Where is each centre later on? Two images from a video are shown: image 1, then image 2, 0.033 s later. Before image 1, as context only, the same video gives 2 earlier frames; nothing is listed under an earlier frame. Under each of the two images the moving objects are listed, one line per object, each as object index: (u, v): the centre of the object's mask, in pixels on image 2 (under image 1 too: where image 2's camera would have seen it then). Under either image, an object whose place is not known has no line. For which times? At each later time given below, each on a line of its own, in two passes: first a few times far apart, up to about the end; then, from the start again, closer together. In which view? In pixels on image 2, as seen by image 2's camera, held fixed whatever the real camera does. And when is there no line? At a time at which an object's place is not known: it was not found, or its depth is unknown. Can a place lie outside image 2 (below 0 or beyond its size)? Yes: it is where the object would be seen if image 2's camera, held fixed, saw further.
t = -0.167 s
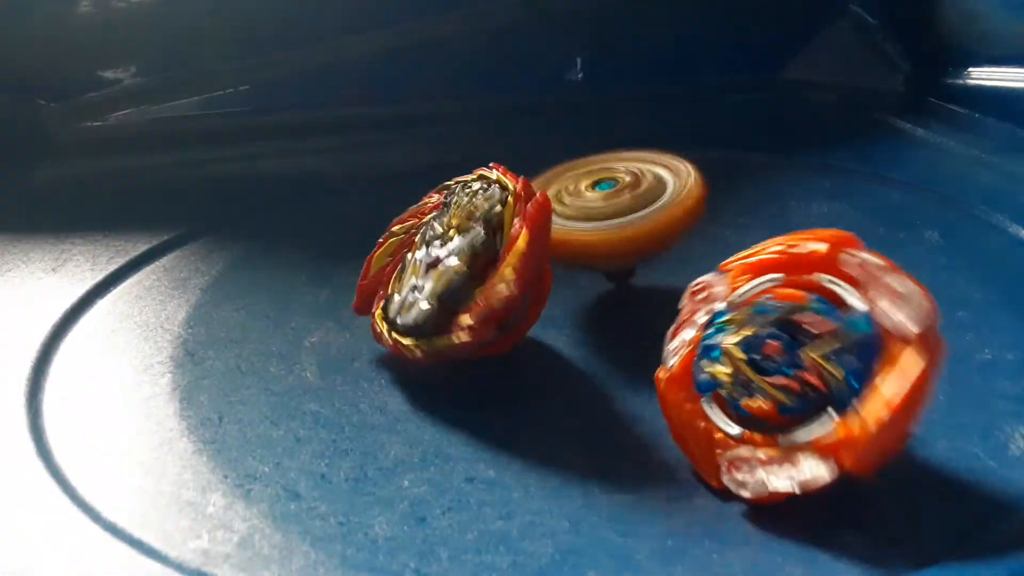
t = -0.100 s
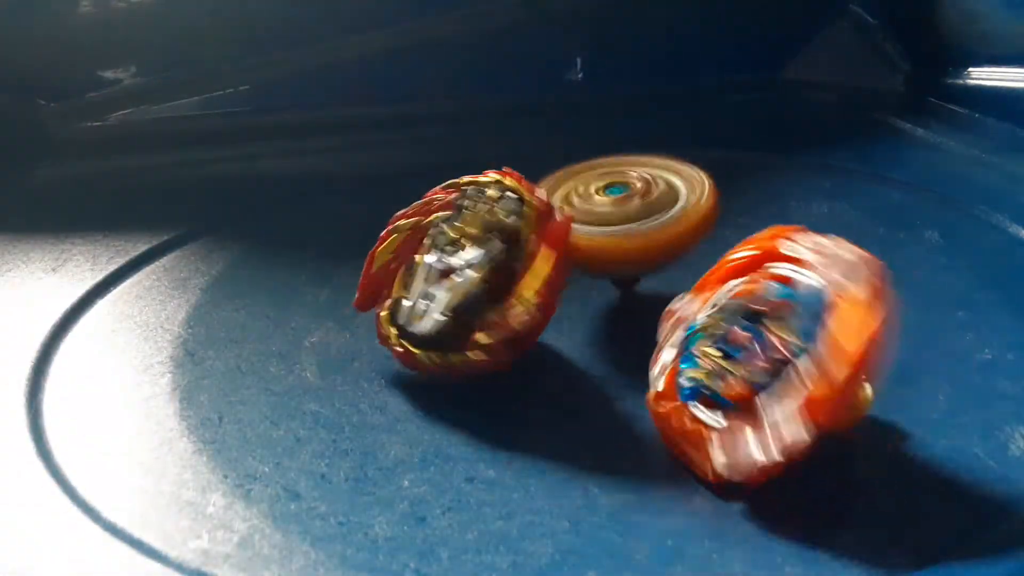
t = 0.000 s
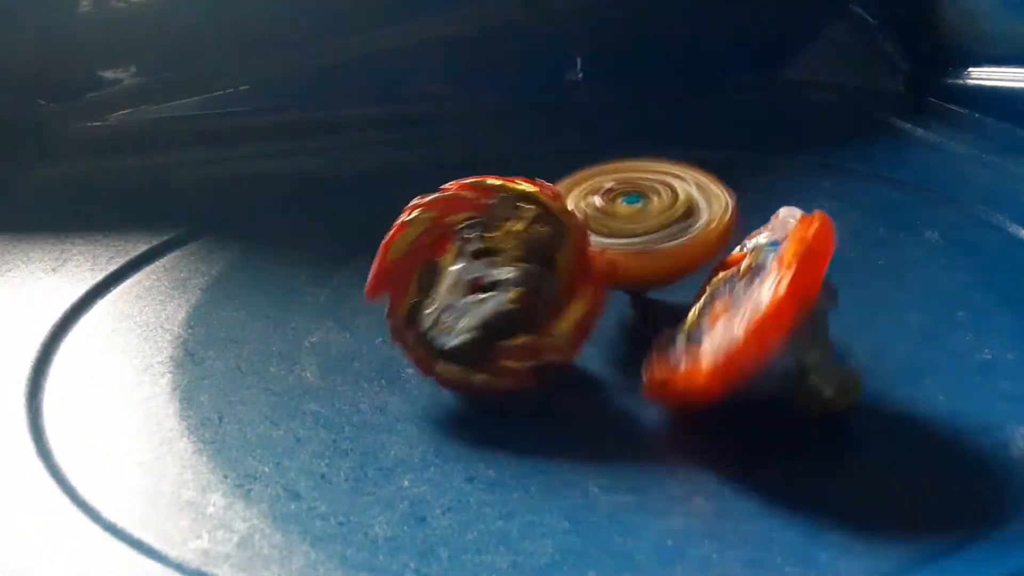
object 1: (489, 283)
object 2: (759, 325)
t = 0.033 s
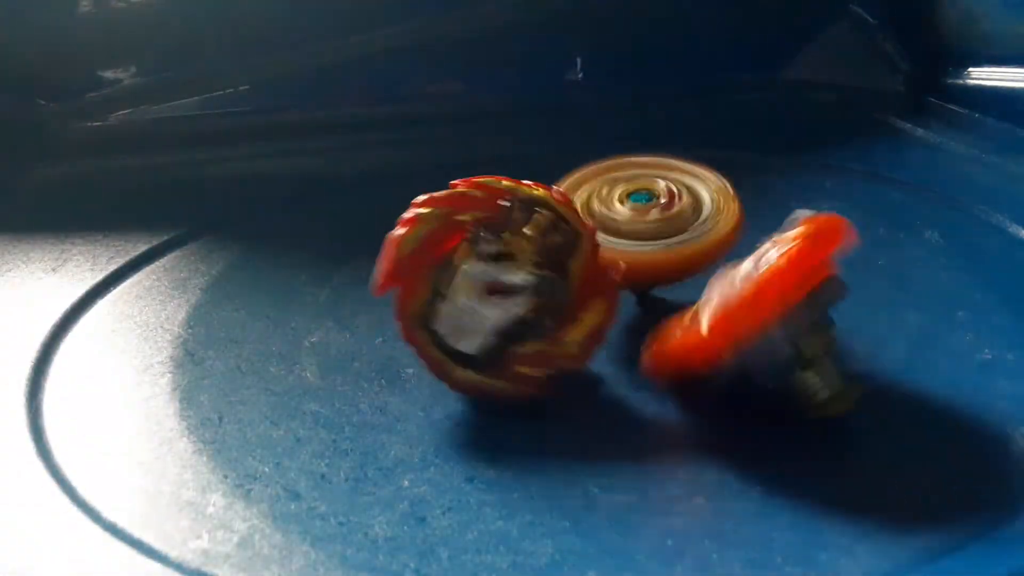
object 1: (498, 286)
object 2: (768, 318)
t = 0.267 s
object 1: (517, 287)
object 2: (815, 295)
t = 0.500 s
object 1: (489, 274)
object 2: (753, 332)
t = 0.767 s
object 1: (528, 248)
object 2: (726, 364)
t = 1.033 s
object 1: (549, 244)
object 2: (752, 324)
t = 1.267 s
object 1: (533, 256)
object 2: (782, 306)
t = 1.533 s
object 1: (514, 271)
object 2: (760, 317)
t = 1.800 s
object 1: (521, 285)
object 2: (773, 308)
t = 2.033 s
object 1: (546, 294)
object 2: (769, 312)
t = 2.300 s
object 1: (548, 296)
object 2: (773, 309)
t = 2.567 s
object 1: (548, 295)
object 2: (772, 310)
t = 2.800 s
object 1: (548, 295)
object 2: (772, 310)
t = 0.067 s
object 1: (510, 287)
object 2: (774, 311)
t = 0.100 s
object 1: (517, 288)
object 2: (783, 303)
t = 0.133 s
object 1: (516, 289)
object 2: (796, 299)
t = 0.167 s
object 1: (513, 288)
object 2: (807, 296)
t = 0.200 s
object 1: (512, 286)
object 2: (814, 296)
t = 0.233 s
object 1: (513, 287)
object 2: (817, 295)
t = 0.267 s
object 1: (517, 287)
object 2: (815, 295)
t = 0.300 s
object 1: (501, 286)
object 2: (809, 296)
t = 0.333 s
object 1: (486, 284)
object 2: (799, 299)
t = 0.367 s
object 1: (476, 279)
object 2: (787, 303)
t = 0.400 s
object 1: (475, 277)
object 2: (776, 309)
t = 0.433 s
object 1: (480, 275)
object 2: (769, 315)
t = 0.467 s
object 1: (484, 274)
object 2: (760, 322)
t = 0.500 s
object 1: (489, 274)
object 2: (753, 332)
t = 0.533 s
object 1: (493, 273)
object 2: (742, 343)
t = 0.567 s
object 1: (497, 271)
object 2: (731, 350)
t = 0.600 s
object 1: (500, 268)
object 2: (727, 357)
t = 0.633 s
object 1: (504, 264)
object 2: (726, 362)
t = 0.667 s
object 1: (508, 260)
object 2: (727, 365)
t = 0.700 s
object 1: (514, 256)
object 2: (728, 366)
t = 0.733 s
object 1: (522, 252)
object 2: (727, 365)
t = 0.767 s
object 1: (528, 248)
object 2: (726, 364)
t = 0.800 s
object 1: (532, 249)
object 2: (726, 359)
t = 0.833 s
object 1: (535, 250)
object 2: (728, 354)
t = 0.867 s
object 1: (537, 249)
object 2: (734, 348)
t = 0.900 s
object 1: (540, 247)
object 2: (738, 343)
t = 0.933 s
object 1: (544, 245)
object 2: (741, 336)
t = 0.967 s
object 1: (547, 244)
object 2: (745, 334)
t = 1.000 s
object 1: (549, 244)
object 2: (748, 330)
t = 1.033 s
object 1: (549, 244)
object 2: (752, 324)
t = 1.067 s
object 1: (548, 245)
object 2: (756, 320)
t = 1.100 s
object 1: (546, 246)
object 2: (759, 318)
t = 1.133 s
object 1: (543, 248)
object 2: (763, 316)
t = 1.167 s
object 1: (541, 249)
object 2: (766, 312)
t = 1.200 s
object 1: (539, 250)
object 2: (772, 309)
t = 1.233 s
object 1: (537, 252)
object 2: (779, 307)
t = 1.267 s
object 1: (533, 256)
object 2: (782, 306)
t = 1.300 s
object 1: (531, 258)
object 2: (783, 306)
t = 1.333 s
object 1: (528, 260)
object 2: (781, 306)
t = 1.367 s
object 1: (525, 262)
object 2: (777, 308)
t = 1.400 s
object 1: (523, 265)
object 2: (771, 310)
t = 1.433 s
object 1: (520, 267)
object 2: (766, 313)
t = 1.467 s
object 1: (518, 269)
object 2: (763, 315)
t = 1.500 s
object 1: (516, 270)
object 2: (762, 316)
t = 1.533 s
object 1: (514, 271)
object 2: (760, 317)
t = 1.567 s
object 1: (513, 273)
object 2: (760, 317)
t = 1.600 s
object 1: (513, 274)
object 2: (760, 317)
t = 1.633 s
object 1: (512, 277)
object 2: (760, 317)
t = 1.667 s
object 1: (513, 278)
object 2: (761, 316)
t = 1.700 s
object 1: (514, 280)
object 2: (763, 314)
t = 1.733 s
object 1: (516, 282)
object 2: (765, 313)
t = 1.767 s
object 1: (518, 284)
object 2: (768, 310)
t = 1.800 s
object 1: (521, 285)
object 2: (773, 308)
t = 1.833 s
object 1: (526, 287)
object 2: (778, 307)
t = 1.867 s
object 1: (530, 289)
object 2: (780, 306)
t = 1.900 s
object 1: (536, 292)
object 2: (780, 307)
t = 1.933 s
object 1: (542, 294)
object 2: (777, 308)
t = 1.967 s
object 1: (546, 295)
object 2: (774, 309)
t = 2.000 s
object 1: (547, 294)
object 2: (771, 310)
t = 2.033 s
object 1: (546, 294)
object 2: (769, 312)
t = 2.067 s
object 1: (546, 295)
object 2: (769, 312)
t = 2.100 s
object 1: (546, 295)
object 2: (770, 311)
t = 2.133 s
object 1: (547, 295)
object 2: (772, 310)
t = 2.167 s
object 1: (547, 295)
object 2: (774, 309)
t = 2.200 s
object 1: (547, 295)
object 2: (775, 308)
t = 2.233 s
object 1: (548, 296)
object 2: (775, 308)
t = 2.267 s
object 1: (549, 296)
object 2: (774, 309)
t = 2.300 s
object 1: (548, 296)
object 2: (773, 309)
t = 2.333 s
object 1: (548, 295)
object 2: (773, 310)
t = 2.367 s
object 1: (548, 295)
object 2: (772, 310)
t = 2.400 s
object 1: (548, 295)
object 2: (772, 310)
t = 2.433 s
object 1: (548, 295)
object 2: (772, 310)
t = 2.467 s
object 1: (547, 295)
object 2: (772, 310)
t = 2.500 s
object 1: (548, 295)
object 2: (772, 310)
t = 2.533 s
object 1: (548, 295)
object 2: (772, 310)
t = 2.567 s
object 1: (548, 295)
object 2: (772, 310)
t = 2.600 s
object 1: (548, 295)
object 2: (772, 310)
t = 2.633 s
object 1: (548, 295)
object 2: (772, 310)
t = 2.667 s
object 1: (548, 295)
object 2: (772, 310)
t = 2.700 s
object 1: (548, 295)
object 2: (772, 310)
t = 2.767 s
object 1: (548, 295)
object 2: (772, 310)
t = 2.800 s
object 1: (548, 295)
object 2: (772, 310)
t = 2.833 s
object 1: (548, 295)
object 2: (772, 310)
